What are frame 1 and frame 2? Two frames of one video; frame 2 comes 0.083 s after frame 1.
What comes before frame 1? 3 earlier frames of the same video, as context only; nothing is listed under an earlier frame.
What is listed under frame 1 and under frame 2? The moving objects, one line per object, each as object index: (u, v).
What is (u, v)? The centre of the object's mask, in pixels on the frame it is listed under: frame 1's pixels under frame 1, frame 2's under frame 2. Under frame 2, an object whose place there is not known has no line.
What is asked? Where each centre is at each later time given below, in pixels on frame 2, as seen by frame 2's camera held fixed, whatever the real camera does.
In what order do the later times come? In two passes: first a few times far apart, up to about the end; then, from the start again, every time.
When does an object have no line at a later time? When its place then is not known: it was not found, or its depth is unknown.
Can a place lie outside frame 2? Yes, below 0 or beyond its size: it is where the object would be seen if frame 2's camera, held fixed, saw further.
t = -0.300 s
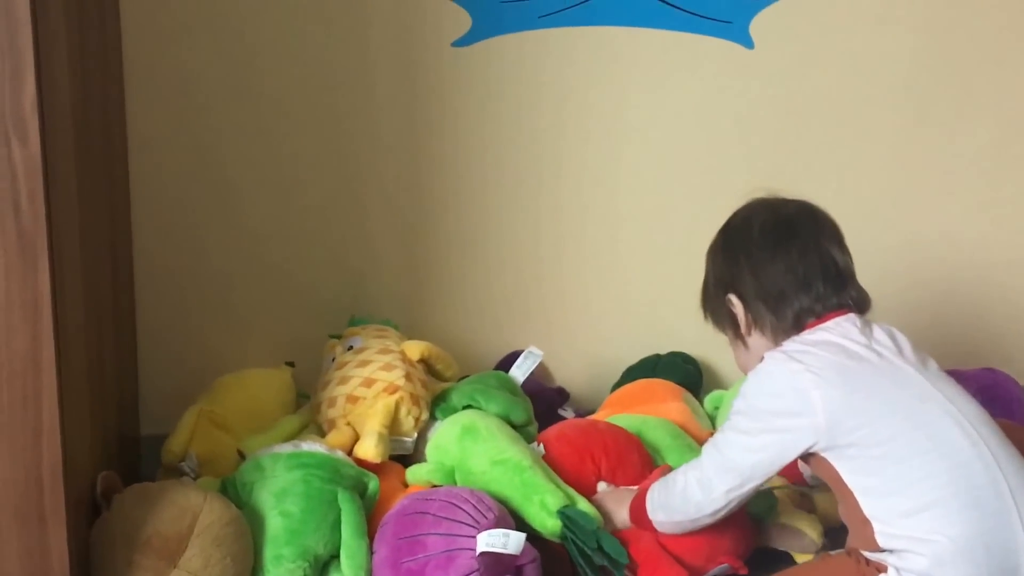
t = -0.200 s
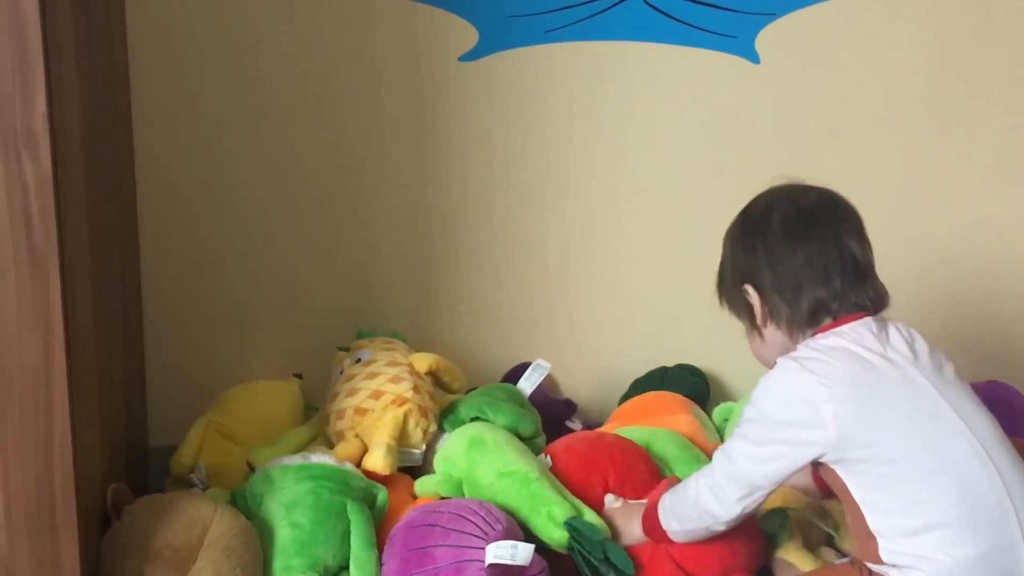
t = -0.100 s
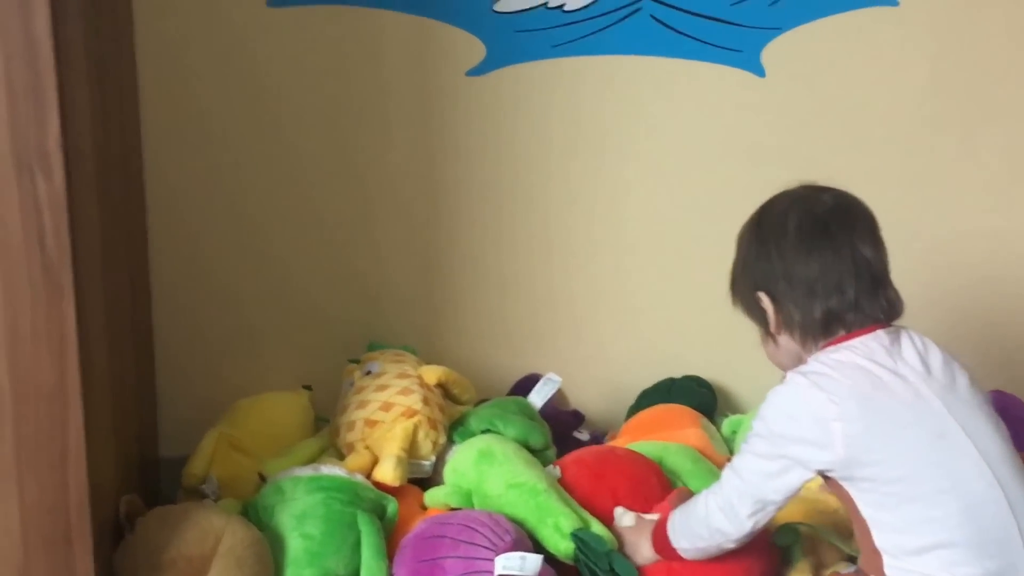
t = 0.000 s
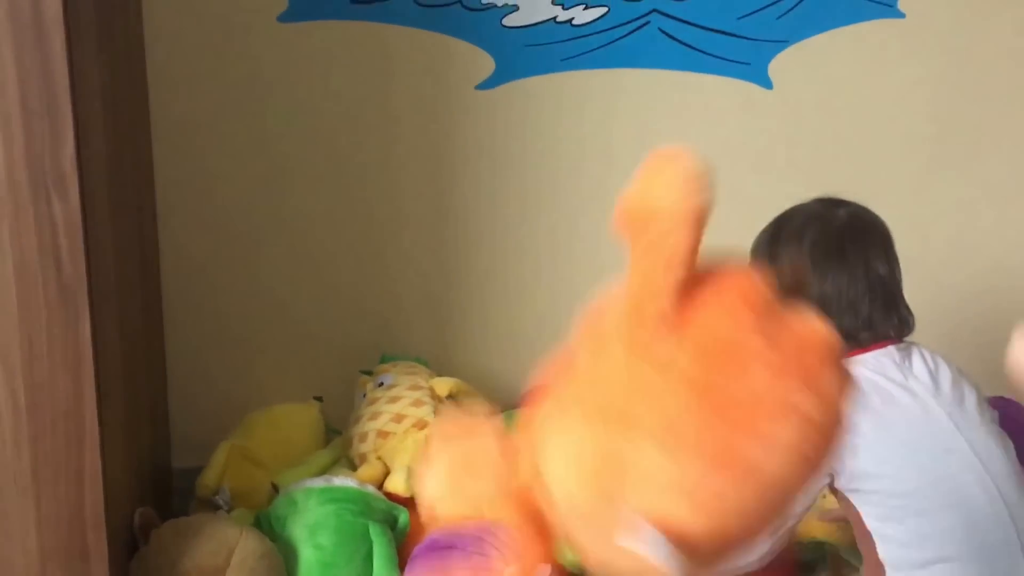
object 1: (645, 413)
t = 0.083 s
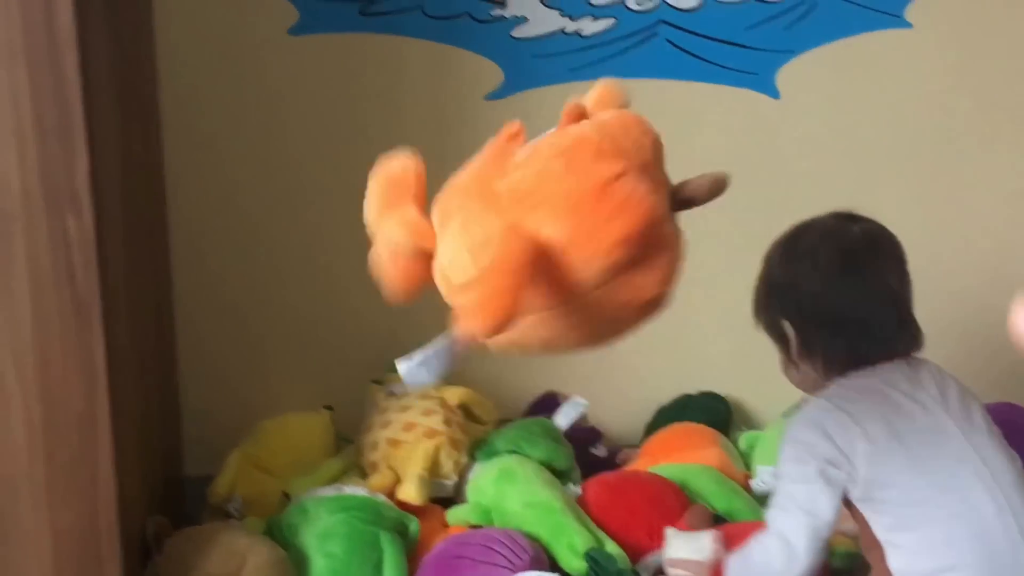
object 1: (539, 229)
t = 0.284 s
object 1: (392, 195)
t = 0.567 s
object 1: (273, 410)
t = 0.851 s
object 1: (237, 460)
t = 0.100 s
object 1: (519, 211)
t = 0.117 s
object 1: (501, 193)
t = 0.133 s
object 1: (483, 178)
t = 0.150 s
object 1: (470, 168)
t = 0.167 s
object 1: (457, 162)
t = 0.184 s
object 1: (444, 159)
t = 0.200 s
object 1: (432, 157)
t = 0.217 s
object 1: (423, 158)
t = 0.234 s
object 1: (412, 164)
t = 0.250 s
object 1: (404, 174)
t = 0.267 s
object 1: (397, 184)
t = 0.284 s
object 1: (392, 195)
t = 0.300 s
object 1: (386, 213)
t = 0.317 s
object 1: (379, 231)
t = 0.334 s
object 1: (375, 246)
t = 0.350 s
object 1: (372, 259)
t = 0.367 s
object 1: (370, 275)
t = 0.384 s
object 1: (368, 291)
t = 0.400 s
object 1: (362, 315)
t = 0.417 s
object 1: (353, 340)
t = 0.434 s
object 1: (348, 363)
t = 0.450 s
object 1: (346, 376)
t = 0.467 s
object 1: (338, 391)
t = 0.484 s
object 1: (335, 393)
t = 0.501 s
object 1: (324, 393)
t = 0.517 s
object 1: (312, 395)
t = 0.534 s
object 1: (299, 399)
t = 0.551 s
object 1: (286, 406)
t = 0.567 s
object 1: (273, 410)
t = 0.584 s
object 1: (260, 417)
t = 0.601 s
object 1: (247, 424)
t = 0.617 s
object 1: (236, 432)
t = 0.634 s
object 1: (227, 439)
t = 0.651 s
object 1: (228, 445)
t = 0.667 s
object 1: (232, 451)
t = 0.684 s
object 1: (239, 456)
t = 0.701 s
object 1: (242, 459)
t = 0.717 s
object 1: (245, 460)
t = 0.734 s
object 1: (247, 459)
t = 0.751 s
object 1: (247, 457)
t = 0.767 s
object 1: (247, 455)
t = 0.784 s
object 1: (245, 454)
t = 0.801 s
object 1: (244, 454)
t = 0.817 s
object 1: (242, 455)
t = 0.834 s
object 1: (239, 457)
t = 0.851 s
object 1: (237, 460)
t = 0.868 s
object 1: (235, 462)
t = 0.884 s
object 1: (234, 464)
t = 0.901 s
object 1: (234, 465)
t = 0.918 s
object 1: (233, 465)
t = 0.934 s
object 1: (234, 465)
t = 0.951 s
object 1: (235, 465)
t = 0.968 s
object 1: (235, 465)
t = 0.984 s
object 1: (235, 464)
